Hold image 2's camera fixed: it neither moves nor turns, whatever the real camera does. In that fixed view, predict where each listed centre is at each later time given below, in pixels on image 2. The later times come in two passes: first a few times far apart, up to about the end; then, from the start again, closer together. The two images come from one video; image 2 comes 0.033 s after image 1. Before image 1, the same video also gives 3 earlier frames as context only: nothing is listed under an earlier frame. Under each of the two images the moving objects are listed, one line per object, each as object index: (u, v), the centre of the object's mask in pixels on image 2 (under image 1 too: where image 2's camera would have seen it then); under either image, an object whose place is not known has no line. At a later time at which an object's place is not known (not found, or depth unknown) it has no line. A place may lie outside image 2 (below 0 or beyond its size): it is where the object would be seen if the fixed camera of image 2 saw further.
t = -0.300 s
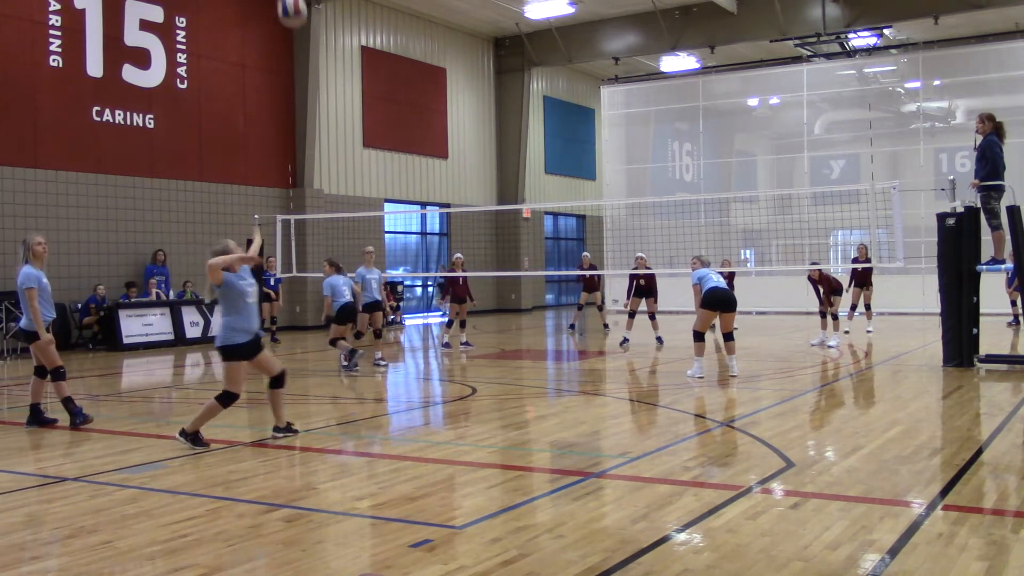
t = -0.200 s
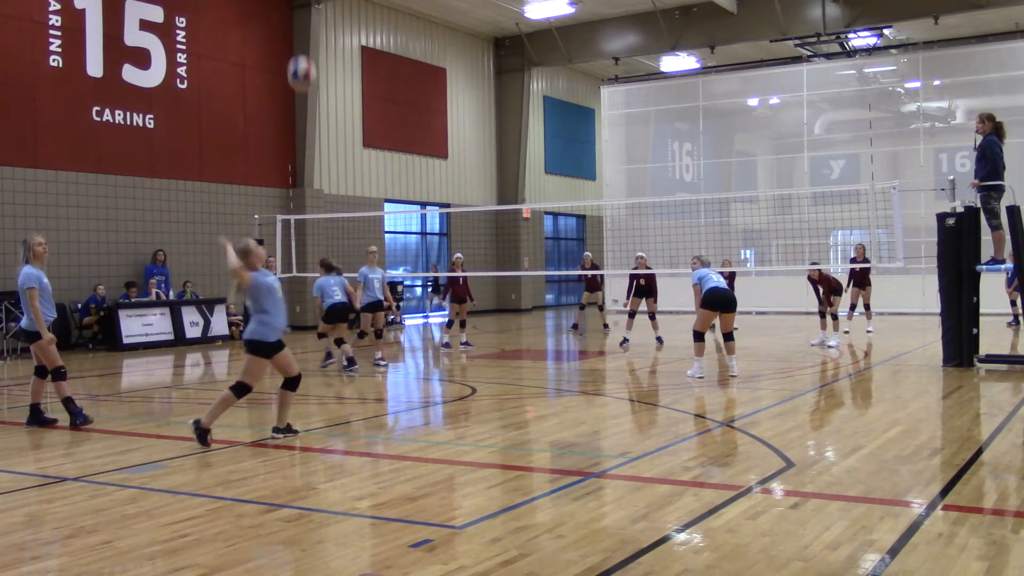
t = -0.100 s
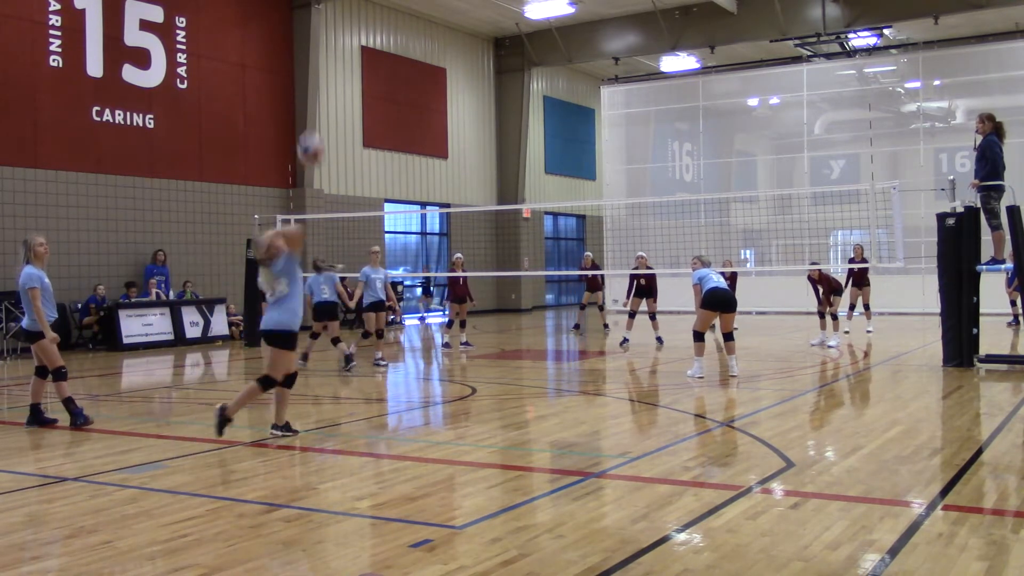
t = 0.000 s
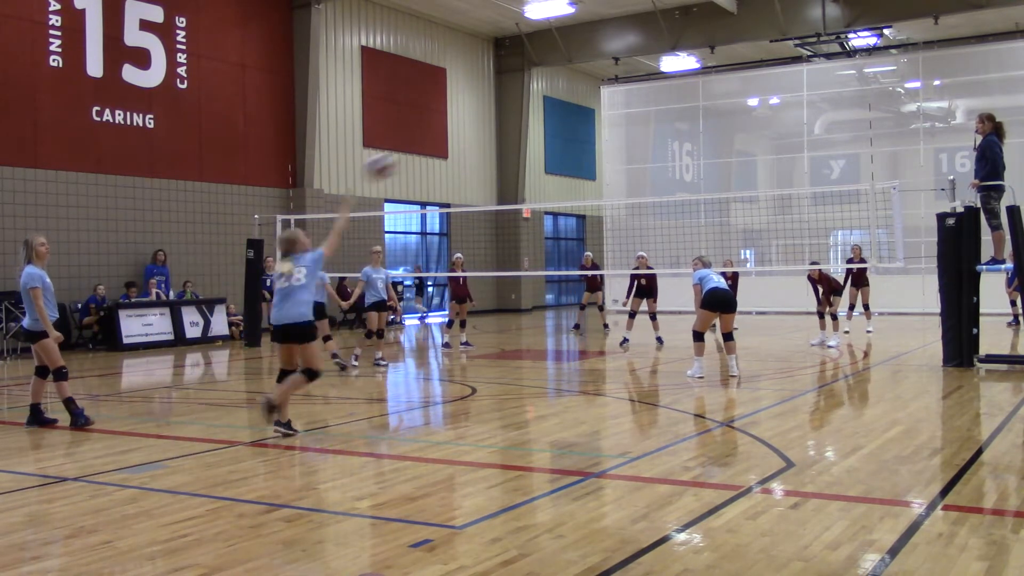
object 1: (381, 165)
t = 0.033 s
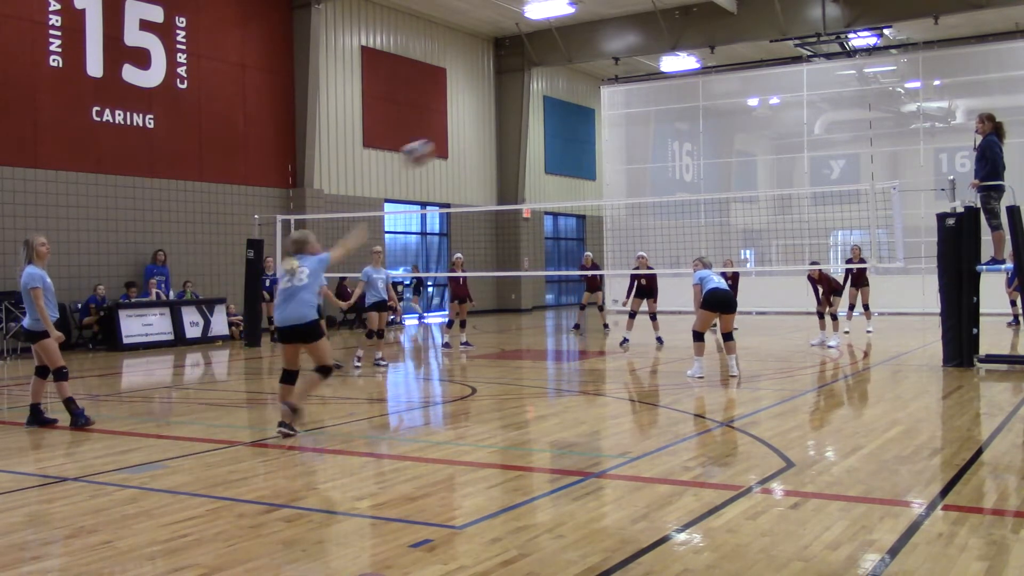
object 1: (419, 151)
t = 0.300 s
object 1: (630, 113)
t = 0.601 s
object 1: (756, 136)
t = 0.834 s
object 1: (808, 181)
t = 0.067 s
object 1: (451, 142)
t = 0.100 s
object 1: (485, 132)
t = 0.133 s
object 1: (512, 124)
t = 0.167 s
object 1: (541, 119)
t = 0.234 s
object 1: (586, 111)
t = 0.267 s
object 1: (609, 112)
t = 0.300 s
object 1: (630, 113)
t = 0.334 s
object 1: (648, 111)
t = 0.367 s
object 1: (665, 111)
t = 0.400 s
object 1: (681, 113)
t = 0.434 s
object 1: (697, 115)
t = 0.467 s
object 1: (710, 118)
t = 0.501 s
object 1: (723, 122)
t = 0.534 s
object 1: (734, 126)
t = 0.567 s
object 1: (746, 131)
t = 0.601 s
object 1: (756, 136)
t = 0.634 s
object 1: (765, 141)
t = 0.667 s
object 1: (774, 147)
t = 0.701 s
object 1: (781, 153)
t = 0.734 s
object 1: (789, 160)
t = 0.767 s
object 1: (796, 168)
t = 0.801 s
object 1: (803, 176)
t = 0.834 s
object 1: (808, 181)
